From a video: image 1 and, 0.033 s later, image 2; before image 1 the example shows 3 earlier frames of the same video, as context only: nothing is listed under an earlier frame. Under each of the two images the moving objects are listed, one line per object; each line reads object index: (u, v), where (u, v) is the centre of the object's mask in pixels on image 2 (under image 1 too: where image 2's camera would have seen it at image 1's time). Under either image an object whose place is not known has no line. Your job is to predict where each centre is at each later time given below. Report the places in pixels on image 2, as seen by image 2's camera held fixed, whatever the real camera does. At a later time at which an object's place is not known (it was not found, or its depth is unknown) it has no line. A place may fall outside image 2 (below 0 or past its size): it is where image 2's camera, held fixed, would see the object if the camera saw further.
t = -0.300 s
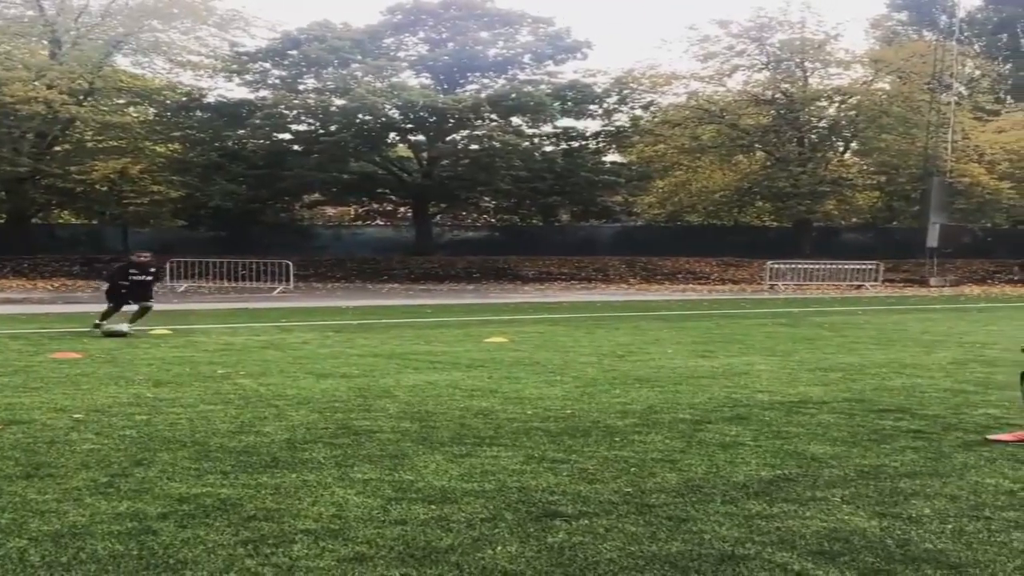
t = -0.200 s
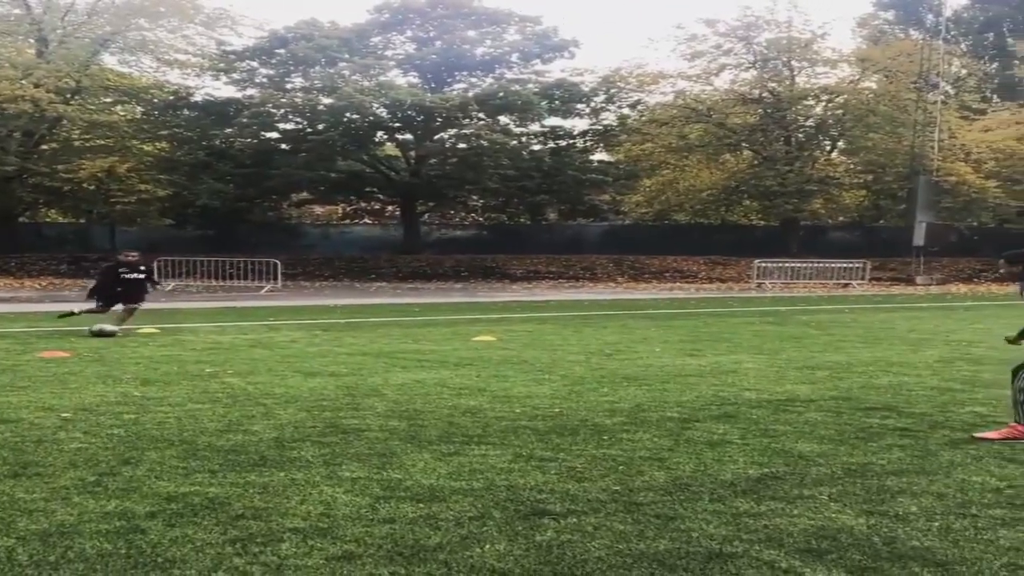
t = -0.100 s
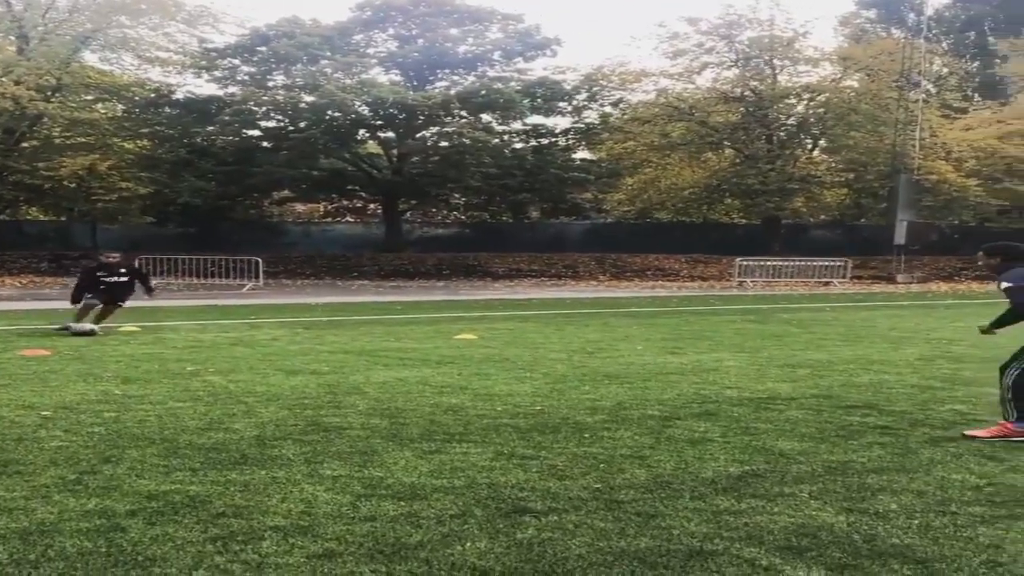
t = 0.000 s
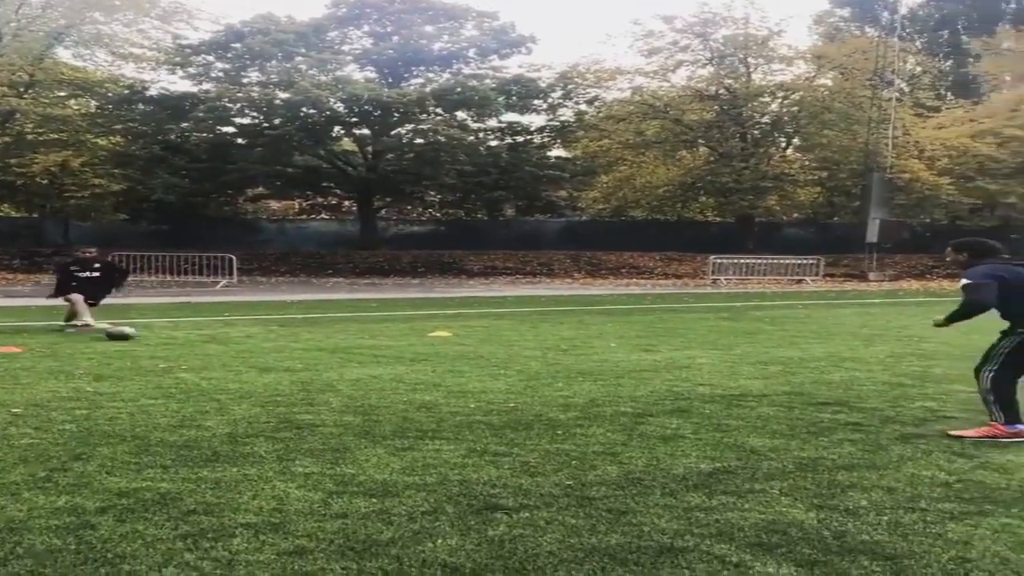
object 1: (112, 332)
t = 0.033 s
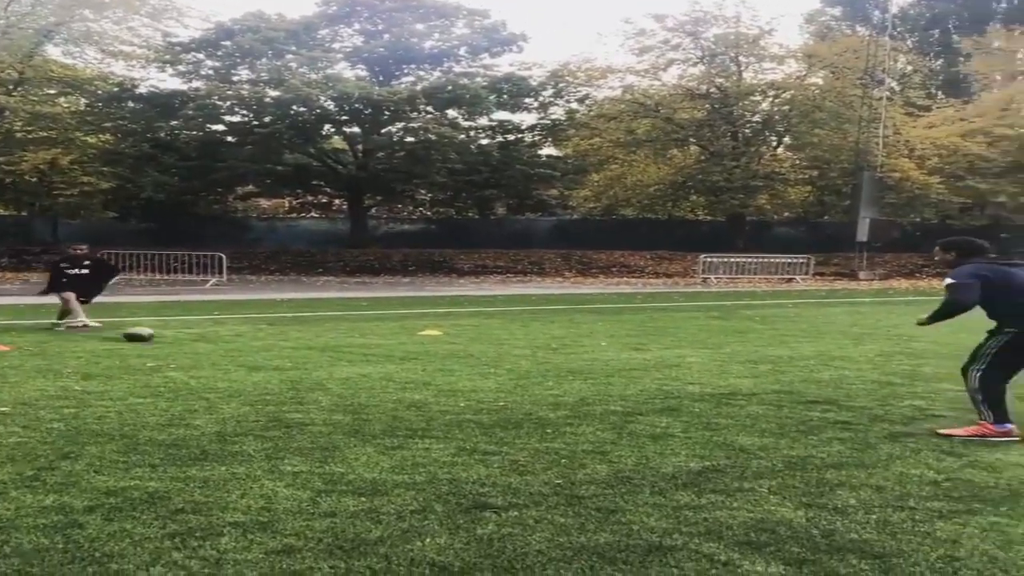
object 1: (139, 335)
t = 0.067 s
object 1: (166, 337)
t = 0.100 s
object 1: (194, 341)
